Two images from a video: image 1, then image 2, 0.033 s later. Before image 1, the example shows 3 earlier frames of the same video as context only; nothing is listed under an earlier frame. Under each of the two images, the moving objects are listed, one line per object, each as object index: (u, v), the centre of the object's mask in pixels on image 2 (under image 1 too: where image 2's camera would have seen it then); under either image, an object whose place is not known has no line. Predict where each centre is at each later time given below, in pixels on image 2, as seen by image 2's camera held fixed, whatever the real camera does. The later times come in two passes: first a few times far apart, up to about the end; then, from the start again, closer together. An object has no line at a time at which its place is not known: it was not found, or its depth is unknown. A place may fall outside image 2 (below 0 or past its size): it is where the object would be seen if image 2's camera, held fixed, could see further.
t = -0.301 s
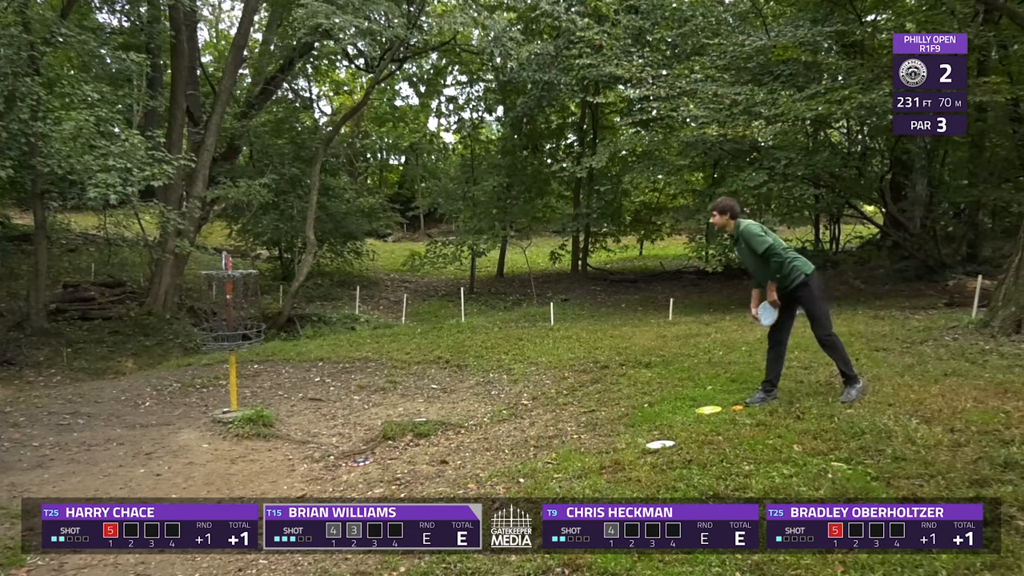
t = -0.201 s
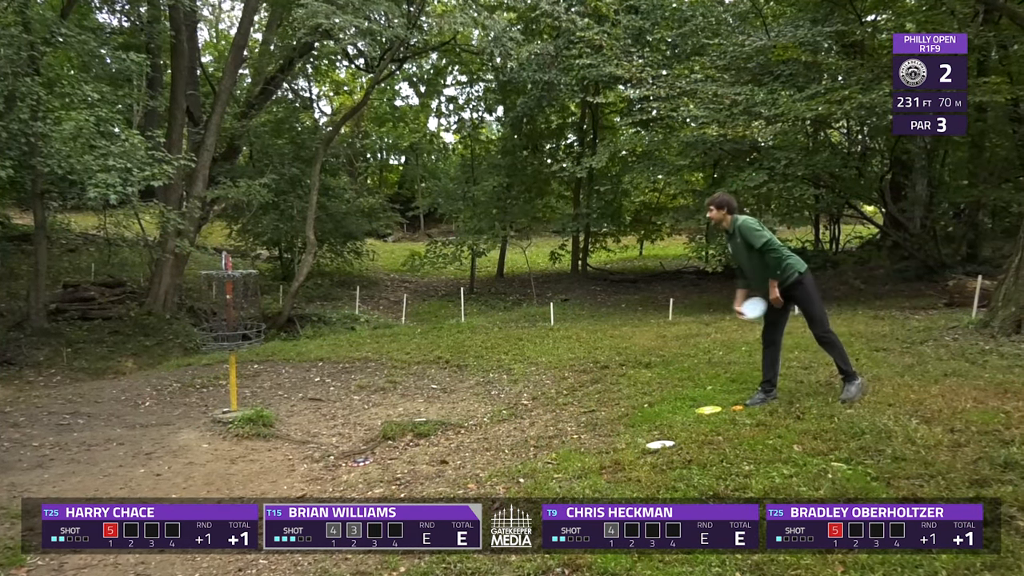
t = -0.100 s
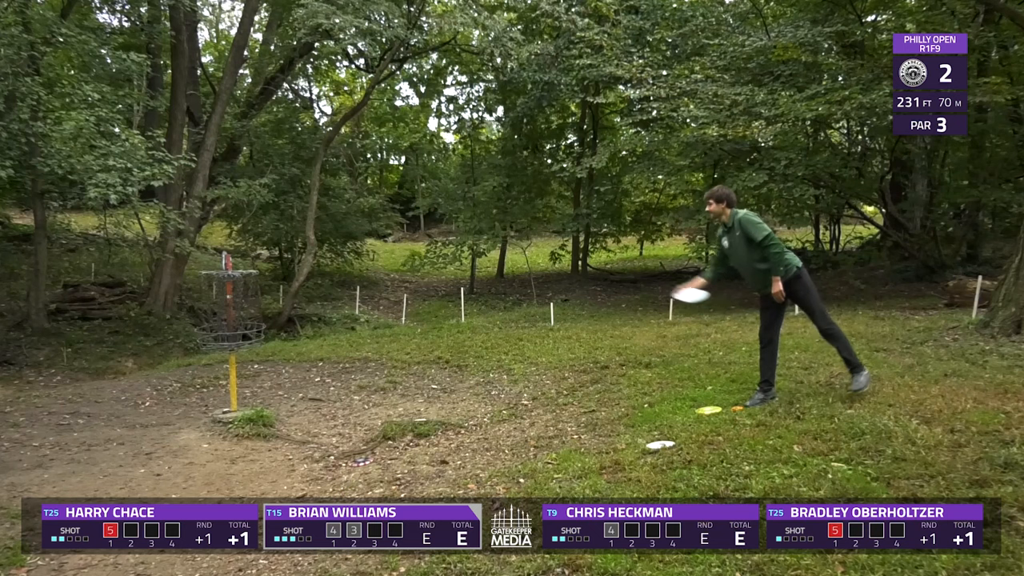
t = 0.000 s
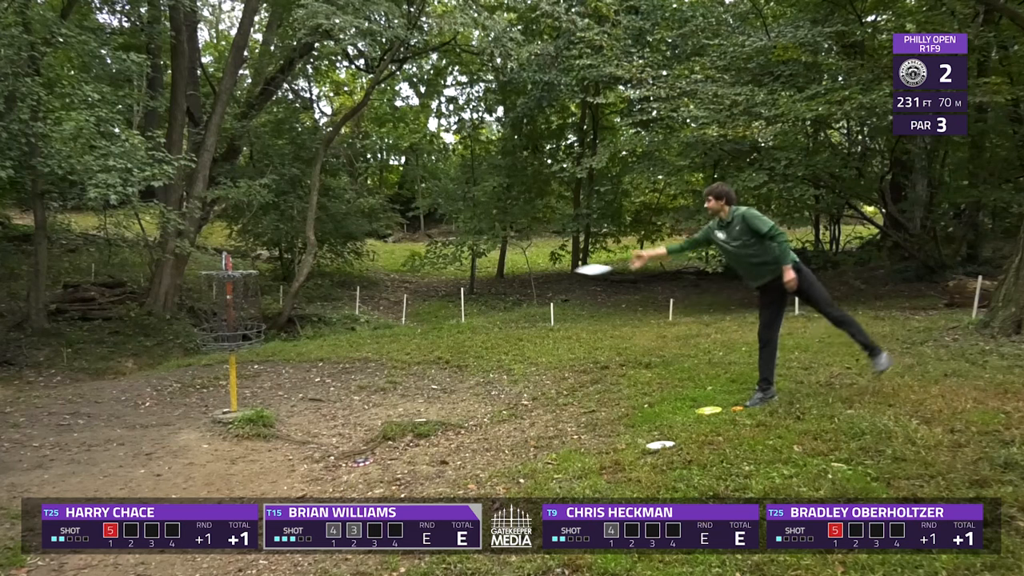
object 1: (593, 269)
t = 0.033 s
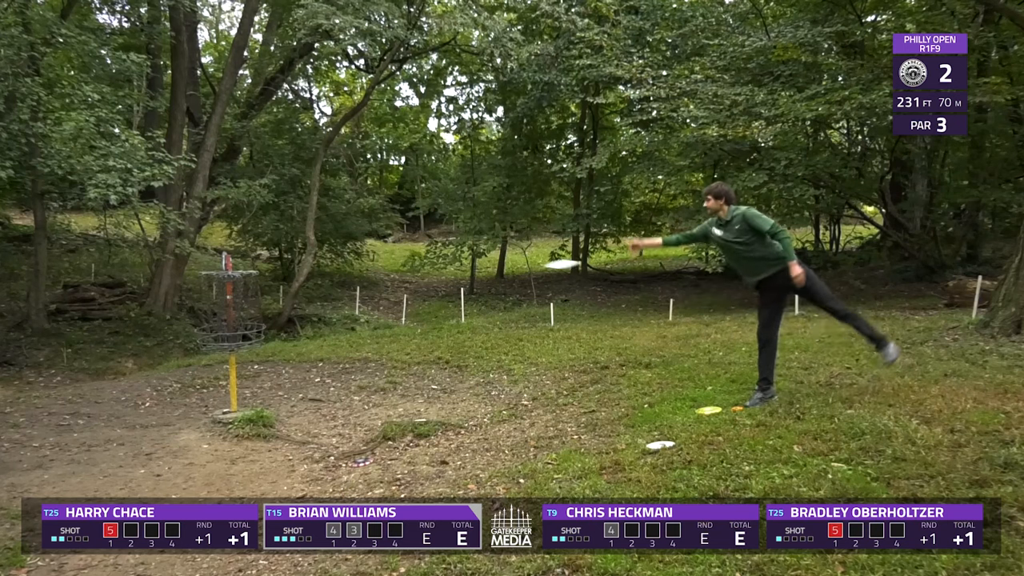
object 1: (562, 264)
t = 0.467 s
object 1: (237, 315)
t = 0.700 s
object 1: (225, 339)
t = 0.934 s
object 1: (229, 340)
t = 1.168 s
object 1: (235, 342)
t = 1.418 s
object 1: (233, 344)
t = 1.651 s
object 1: (233, 344)
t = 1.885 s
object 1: (232, 345)
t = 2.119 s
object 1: (232, 346)
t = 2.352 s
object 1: (232, 346)
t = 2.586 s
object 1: (231, 347)
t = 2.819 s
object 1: (231, 347)
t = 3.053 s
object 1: (231, 347)
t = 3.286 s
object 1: (231, 347)
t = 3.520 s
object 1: (231, 347)
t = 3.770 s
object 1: (231, 347)
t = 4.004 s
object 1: (231, 347)
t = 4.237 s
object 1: (231, 347)
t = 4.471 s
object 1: (231, 347)
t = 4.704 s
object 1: (231, 347)
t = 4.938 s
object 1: (232, 347)
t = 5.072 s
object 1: (231, 347)
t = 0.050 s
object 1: (545, 262)
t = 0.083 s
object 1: (515, 260)
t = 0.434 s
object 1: (244, 311)
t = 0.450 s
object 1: (240, 313)
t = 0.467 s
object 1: (237, 315)
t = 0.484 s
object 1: (234, 317)
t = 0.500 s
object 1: (232, 318)
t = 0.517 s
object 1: (231, 319)
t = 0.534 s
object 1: (230, 320)
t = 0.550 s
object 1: (229, 321)
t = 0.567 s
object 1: (228, 322)
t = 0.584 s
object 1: (228, 323)
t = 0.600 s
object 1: (227, 324)
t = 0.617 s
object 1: (227, 326)
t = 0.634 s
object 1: (227, 329)
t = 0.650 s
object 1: (226, 331)
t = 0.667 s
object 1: (226, 333)
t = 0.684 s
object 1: (226, 335)
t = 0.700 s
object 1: (225, 339)
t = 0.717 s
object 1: (225, 338)
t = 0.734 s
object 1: (226, 337)
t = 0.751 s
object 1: (226, 336)
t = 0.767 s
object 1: (226, 335)
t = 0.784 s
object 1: (226, 335)
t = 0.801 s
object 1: (227, 335)
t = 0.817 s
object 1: (227, 336)
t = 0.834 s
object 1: (227, 336)
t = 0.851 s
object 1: (228, 337)
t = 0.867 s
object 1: (228, 338)
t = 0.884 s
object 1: (228, 340)
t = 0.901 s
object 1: (229, 339)
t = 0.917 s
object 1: (229, 339)
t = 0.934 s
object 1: (229, 340)
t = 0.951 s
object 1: (230, 340)
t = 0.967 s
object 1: (230, 340)
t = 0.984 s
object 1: (230, 341)
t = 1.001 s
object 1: (231, 341)
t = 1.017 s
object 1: (231, 342)
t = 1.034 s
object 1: (232, 342)
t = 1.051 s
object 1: (232, 342)
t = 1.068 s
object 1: (232, 342)
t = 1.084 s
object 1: (233, 342)
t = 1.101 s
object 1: (233, 341)
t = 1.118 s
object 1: (234, 341)
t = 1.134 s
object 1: (234, 342)
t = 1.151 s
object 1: (235, 342)
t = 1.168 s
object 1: (235, 342)
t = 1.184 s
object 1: (235, 342)
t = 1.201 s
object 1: (235, 342)
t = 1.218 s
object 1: (235, 342)
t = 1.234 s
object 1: (235, 342)
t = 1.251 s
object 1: (235, 342)
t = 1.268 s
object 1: (235, 342)
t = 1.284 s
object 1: (235, 342)
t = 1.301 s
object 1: (235, 343)
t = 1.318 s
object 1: (234, 343)
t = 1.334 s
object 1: (234, 343)
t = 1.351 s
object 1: (234, 343)
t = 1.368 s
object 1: (233, 344)
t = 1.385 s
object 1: (233, 344)
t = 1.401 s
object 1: (233, 344)
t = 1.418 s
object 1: (233, 344)
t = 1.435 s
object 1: (233, 344)
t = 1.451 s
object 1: (233, 344)
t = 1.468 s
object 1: (233, 344)
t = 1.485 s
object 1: (233, 344)
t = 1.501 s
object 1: (232, 344)
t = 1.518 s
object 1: (232, 344)
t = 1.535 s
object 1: (233, 344)
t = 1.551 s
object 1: (233, 344)
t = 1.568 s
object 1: (233, 344)
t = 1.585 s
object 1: (233, 344)
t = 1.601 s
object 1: (233, 344)
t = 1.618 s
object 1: (233, 344)
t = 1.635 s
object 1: (233, 344)
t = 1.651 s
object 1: (233, 344)
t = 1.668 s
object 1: (233, 344)
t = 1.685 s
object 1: (233, 344)
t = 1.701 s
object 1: (233, 344)
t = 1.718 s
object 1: (233, 344)
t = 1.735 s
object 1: (233, 344)
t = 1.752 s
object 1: (233, 344)
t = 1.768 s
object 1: (232, 344)
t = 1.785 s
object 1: (232, 344)
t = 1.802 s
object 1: (232, 344)
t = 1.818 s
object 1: (232, 344)
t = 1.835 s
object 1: (232, 344)
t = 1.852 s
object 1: (232, 344)
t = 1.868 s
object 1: (232, 345)
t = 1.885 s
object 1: (232, 345)
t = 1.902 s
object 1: (232, 345)
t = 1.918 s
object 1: (232, 345)
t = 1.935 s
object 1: (232, 345)
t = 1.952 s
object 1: (232, 345)
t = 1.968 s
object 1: (232, 345)
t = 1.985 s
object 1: (232, 345)
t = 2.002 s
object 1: (232, 346)
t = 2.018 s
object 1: (232, 346)
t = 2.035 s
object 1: (232, 346)
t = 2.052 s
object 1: (232, 346)
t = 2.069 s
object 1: (232, 346)
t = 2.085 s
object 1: (232, 346)
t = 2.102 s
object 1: (232, 346)
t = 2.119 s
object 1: (232, 346)
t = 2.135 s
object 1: (232, 346)
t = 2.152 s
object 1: (232, 346)
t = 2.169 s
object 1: (232, 347)
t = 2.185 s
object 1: (232, 346)
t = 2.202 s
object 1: (232, 346)
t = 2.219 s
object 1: (232, 346)
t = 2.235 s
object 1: (232, 346)
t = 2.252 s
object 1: (232, 346)
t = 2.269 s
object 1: (232, 346)
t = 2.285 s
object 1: (232, 346)
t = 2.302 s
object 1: (232, 346)
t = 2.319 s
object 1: (232, 346)
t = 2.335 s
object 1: (232, 346)
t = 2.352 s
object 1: (232, 346)
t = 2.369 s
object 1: (232, 346)
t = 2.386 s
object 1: (232, 346)
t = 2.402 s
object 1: (232, 346)
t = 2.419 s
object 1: (232, 346)
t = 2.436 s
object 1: (232, 346)
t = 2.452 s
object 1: (232, 347)
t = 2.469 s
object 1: (232, 347)
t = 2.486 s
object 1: (232, 347)
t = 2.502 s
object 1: (232, 347)
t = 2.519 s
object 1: (232, 347)
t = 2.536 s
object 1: (232, 347)
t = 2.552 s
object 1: (232, 347)
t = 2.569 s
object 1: (231, 347)
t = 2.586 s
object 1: (231, 347)
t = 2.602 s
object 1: (231, 347)
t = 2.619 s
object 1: (231, 347)
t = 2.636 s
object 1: (231, 347)
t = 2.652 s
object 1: (231, 347)
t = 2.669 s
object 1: (231, 347)
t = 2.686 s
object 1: (231, 347)
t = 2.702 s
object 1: (231, 347)
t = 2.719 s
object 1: (231, 347)
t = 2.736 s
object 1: (231, 347)
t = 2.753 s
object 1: (231, 347)
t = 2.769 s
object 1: (231, 347)
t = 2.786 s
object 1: (231, 347)
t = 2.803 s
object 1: (231, 347)
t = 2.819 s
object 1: (231, 347)
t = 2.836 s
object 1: (231, 347)
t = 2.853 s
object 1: (231, 347)
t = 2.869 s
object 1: (231, 347)
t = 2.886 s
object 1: (231, 347)
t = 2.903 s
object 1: (231, 347)
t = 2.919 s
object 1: (231, 347)
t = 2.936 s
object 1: (231, 347)
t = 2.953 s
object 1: (231, 347)
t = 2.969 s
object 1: (231, 347)
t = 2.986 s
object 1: (231, 347)
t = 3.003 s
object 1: (231, 347)
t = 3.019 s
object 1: (231, 347)
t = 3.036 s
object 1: (231, 347)
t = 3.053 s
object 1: (231, 347)
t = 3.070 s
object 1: (231, 347)
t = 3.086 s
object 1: (231, 347)
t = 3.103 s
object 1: (231, 347)
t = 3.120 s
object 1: (231, 347)
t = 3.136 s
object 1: (231, 347)
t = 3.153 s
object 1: (231, 347)
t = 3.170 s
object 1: (232, 347)
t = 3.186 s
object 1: (231, 347)
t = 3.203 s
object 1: (232, 347)
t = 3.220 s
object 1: (231, 347)
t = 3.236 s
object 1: (231, 347)
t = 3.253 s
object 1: (231, 347)
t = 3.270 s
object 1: (231, 347)
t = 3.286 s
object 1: (231, 347)
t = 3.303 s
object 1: (231, 347)
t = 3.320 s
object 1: (231, 347)
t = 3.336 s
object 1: (231, 347)
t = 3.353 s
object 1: (231, 347)
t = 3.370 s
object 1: (231, 347)
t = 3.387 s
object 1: (231, 347)
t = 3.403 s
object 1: (231, 347)
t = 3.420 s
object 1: (231, 347)
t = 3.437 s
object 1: (231, 347)
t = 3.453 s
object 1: (231, 347)
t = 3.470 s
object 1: (231, 347)
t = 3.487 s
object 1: (231, 347)
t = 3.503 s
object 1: (231, 347)
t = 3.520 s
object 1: (231, 347)
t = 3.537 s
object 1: (231, 347)
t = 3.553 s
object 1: (231, 347)
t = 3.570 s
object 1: (231, 347)
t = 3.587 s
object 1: (231, 347)
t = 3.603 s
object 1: (231, 347)
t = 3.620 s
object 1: (232, 347)
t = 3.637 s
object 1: (232, 347)
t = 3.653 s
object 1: (232, 347)
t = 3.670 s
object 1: (232, 347)
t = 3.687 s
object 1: (231, 347)
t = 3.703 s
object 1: (231, 347)
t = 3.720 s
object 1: (232, 347)
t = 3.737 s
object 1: (232, 347)
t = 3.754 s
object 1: (231, 347)
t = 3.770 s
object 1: (231, 347)
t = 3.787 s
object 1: (232, 347)
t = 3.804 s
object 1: (232, 347)
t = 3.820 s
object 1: (232, 347)
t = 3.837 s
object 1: (232, 347)
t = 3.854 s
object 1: (232, 347)
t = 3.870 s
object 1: (231, 347)
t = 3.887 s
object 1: (231, 347)
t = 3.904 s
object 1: (232, 347)
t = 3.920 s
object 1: (232, 347)
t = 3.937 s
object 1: (231, 347)
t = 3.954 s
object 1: (232, 347)
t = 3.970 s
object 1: (232, 347)
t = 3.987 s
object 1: (232, 347)
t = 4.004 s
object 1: (231, 347)
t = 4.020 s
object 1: (231, 347)
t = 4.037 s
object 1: (232, 347)
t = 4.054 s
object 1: (232, 347)
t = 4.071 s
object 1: (232, 347)
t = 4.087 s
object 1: (231, 347)
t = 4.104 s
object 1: (231, 347)
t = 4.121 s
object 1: (231, 347)
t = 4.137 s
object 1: (231, 347)
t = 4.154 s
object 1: (231, 347)
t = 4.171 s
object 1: (232, 347)
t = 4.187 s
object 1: (231, 347)
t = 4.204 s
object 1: (231, 347)
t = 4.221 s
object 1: (231, 347)
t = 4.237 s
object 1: (231, 347)
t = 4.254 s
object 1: (231, 347)
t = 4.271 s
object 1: (231, 347)
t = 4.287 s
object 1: (231, 347)
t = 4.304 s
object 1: (231, 347)
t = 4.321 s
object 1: (231, 347)
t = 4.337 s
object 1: (231, 347)
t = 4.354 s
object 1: (232, 347)
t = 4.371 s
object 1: (232, 347)
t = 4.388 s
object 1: (231, 347)
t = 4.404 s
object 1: (231, 347)
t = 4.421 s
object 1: (231, 347)
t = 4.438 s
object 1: (232, 347)
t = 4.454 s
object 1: (231, 347)
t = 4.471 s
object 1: (231, 347)
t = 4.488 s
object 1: (231, 347)
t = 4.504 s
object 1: (231, 347)
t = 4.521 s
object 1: (231, 347)
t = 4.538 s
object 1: (231, 347)
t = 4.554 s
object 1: (231, 347)
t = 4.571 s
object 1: (231, 347)
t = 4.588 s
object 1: (231, 347)
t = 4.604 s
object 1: (231, 347)
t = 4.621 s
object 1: (231, 347)
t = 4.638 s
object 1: (232, 347)
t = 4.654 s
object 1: (232, 347)
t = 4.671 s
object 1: (231, 347)
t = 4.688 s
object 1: (232, 347)
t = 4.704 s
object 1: (231, 347)
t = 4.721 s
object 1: (231, 347)
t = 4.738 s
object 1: (232, 347)
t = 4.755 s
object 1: (232, 347)
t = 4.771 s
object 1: (232, 347)
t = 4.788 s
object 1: (232, 347)
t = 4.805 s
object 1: (232, 347)
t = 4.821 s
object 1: (231, 347)
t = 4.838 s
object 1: (232, 347)
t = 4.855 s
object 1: (231, 347)
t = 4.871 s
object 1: (232, 347)
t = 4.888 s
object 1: (231, 347)
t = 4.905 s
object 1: (232, 347)
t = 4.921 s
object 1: (231, 347)
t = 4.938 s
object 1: (232, 347)
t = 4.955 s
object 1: (232, 347)
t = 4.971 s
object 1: (232, 347)
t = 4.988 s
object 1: (232, 347)
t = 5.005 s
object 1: (232, 347)
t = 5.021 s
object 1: (232, 347)
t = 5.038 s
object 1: (231, 347)
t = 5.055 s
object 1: (231, 347)
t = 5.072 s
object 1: (231, 347)
